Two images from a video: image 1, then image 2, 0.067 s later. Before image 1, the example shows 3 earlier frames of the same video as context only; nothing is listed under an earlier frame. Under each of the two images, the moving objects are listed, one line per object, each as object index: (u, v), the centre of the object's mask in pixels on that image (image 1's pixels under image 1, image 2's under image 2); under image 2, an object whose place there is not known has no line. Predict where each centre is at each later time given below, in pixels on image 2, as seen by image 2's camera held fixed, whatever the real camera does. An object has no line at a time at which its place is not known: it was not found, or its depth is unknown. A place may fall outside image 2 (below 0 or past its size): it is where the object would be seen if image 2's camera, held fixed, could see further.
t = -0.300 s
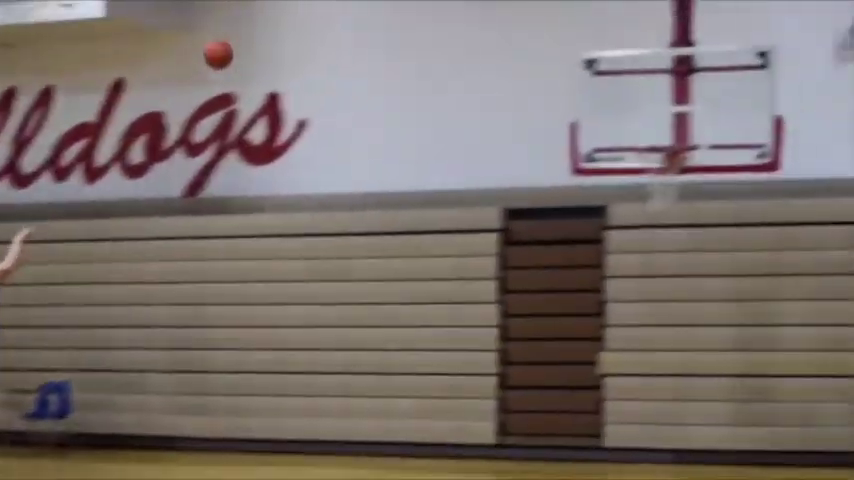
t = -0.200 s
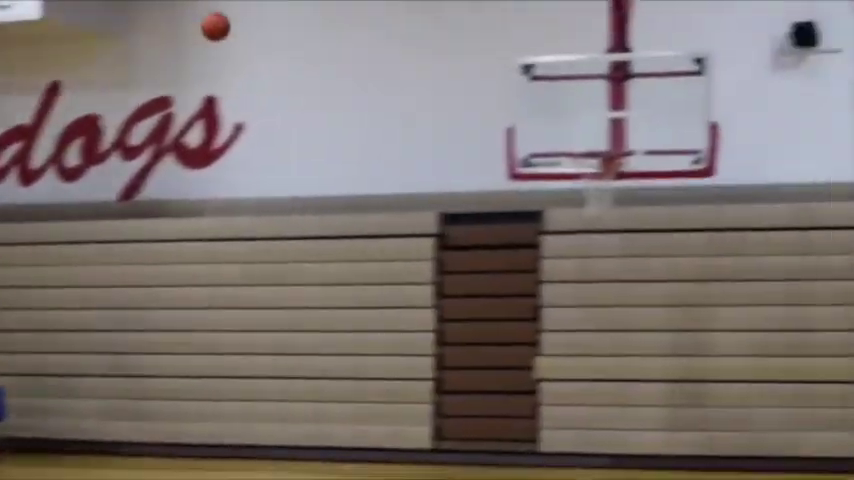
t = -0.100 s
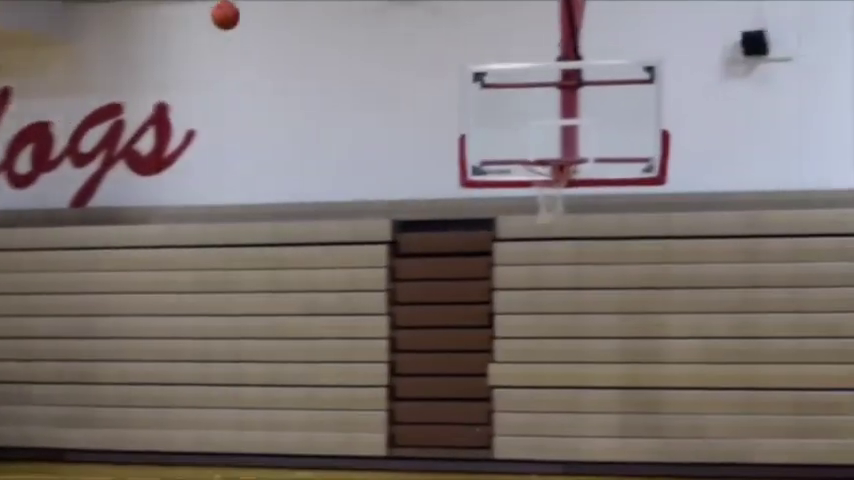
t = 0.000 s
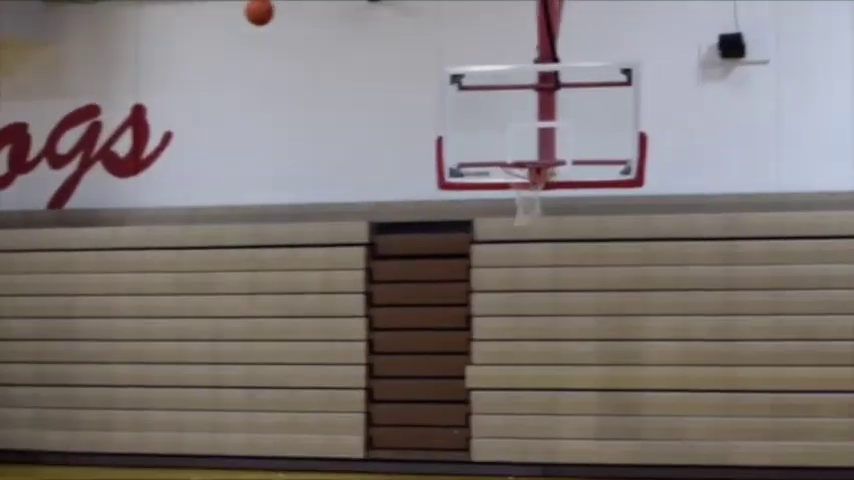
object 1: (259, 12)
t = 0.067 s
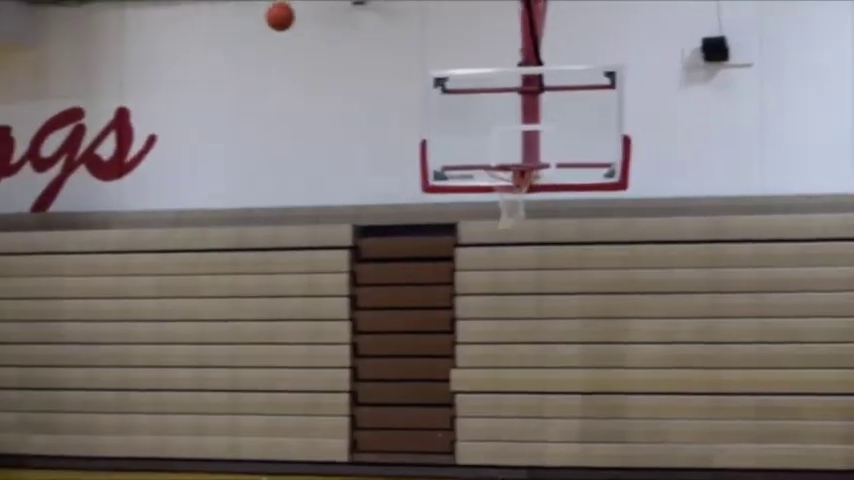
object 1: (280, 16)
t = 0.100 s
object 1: (297, 19)
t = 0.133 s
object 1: (315, 24)
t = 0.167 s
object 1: (332, 29)
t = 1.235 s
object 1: (433, 382)
